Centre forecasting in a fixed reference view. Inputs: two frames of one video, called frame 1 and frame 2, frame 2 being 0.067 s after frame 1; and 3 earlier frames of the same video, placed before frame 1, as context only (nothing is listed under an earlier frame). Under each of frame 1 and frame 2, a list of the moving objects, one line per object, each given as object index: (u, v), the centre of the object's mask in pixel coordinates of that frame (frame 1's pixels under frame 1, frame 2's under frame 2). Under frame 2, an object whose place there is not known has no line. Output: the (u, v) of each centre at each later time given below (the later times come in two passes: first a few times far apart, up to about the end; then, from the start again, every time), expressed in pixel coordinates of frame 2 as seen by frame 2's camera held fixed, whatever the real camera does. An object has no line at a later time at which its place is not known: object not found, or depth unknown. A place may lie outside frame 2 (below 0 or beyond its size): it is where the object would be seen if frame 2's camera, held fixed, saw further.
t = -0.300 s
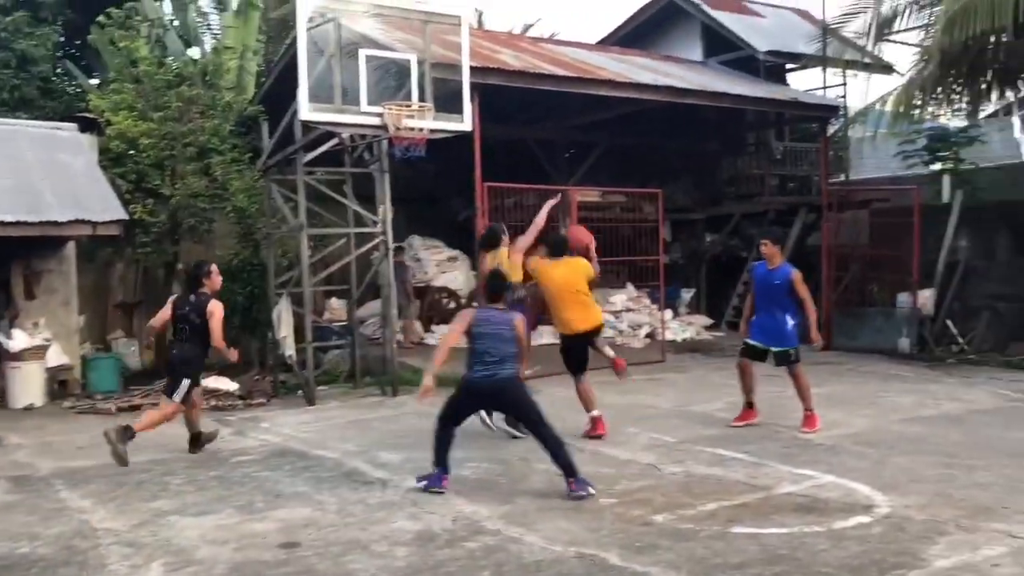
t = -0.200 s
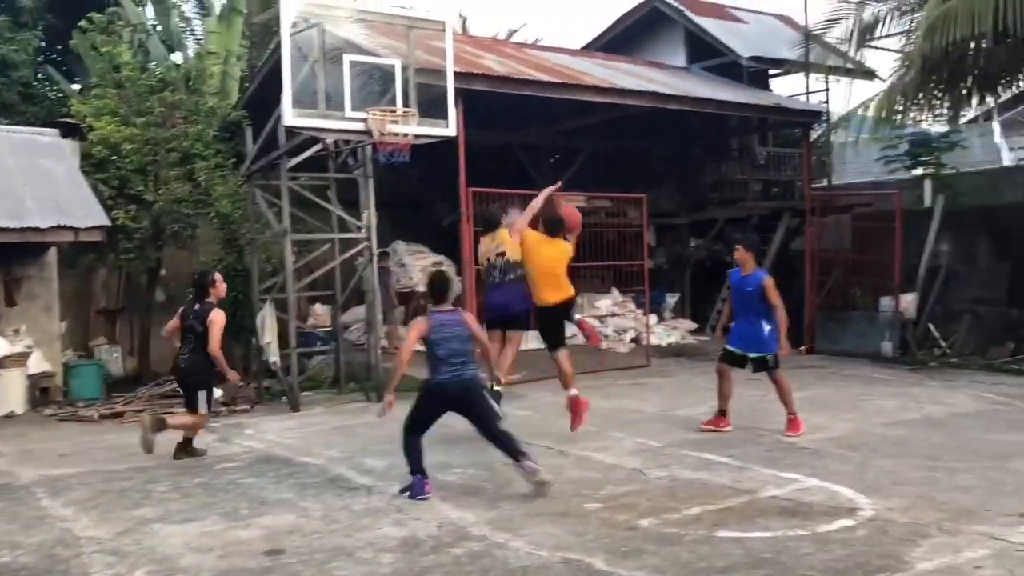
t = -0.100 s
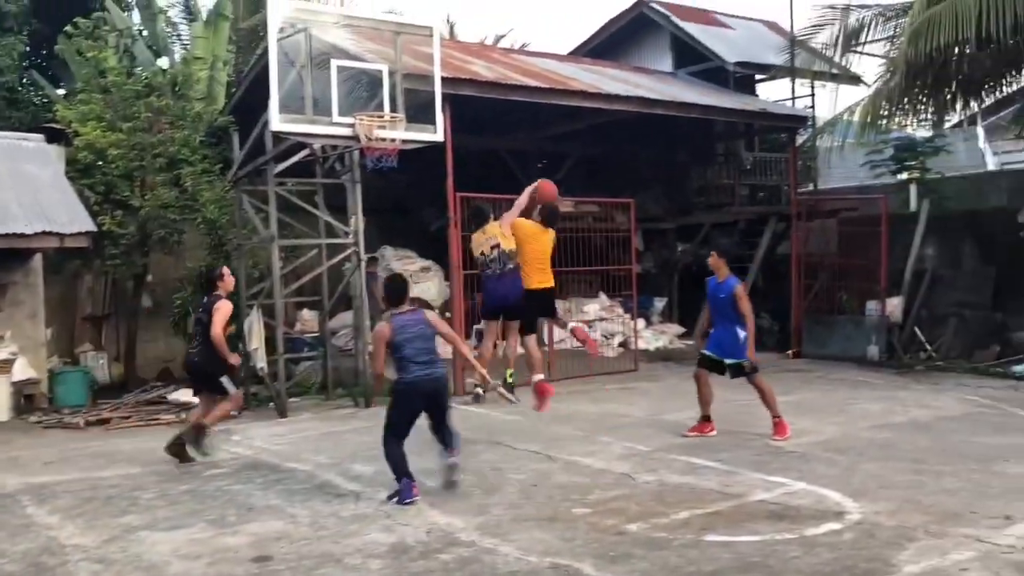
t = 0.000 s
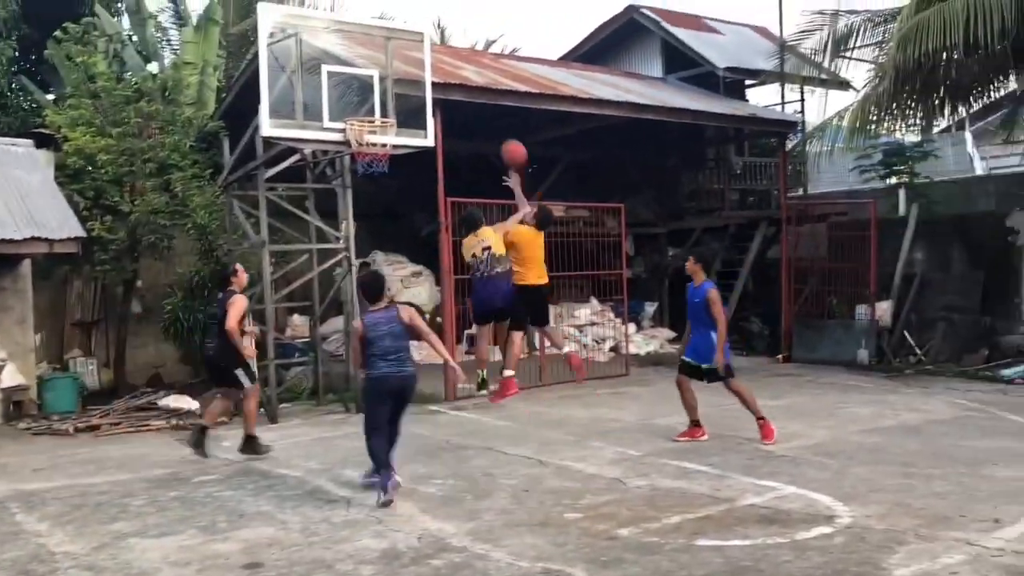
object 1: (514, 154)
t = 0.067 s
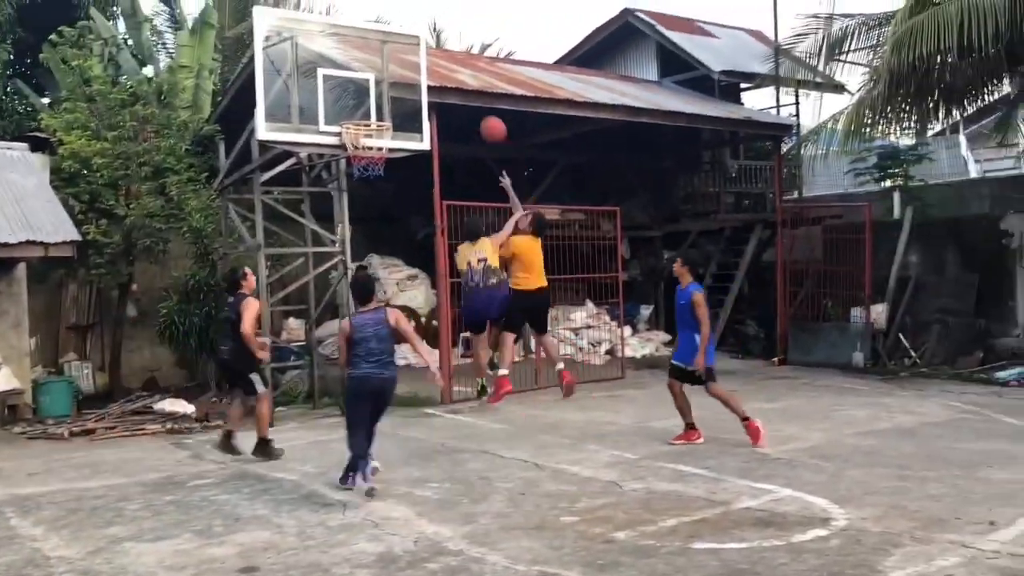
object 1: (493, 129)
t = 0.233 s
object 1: (454, 82)
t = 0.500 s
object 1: (396, 65)
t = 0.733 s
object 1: (384, 86)
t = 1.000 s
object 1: (401, 101)
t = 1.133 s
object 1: (413, 104)
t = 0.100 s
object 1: (485, 118)
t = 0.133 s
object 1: (477, 107)
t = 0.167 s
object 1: (470, 98)
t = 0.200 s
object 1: (463, 89)
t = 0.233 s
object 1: (454, 82)
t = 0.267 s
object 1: (447, 77)
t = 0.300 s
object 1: (439, 72)
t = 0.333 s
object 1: (431, 68)
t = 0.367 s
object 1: (424, 65)
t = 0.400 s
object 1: (416, 63)
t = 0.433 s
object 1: (409, 63)
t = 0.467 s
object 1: (402, 63)
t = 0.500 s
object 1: (396, 65)
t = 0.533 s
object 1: (389, 68)
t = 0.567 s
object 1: (382, 72)
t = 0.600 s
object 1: (381, 74)
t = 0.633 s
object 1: (381, 75)
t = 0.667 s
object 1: (382, 77)
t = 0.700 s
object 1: (384, 80)
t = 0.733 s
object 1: (384, 86)
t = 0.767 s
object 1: (386, 90)
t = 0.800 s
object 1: (387, 98)
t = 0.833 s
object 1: (390, 106)
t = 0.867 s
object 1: (391, 112)
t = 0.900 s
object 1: (392, 111)
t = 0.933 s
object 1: (394, 107)
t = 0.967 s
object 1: (398, 103)
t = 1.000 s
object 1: (401, 101)
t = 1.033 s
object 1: (404, 100)
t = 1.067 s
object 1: (407, 100)
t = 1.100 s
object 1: (409, 101)
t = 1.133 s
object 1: (413, 104)
